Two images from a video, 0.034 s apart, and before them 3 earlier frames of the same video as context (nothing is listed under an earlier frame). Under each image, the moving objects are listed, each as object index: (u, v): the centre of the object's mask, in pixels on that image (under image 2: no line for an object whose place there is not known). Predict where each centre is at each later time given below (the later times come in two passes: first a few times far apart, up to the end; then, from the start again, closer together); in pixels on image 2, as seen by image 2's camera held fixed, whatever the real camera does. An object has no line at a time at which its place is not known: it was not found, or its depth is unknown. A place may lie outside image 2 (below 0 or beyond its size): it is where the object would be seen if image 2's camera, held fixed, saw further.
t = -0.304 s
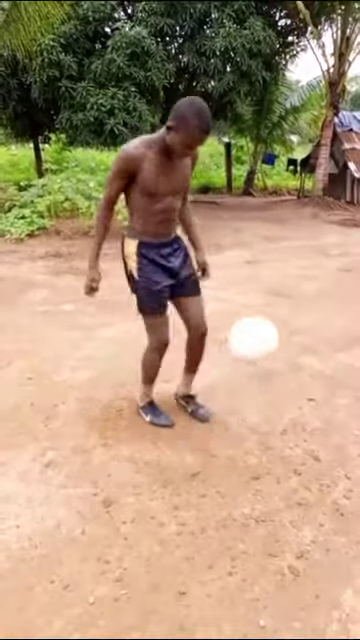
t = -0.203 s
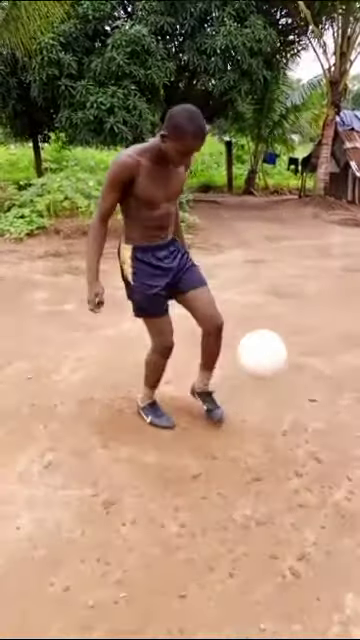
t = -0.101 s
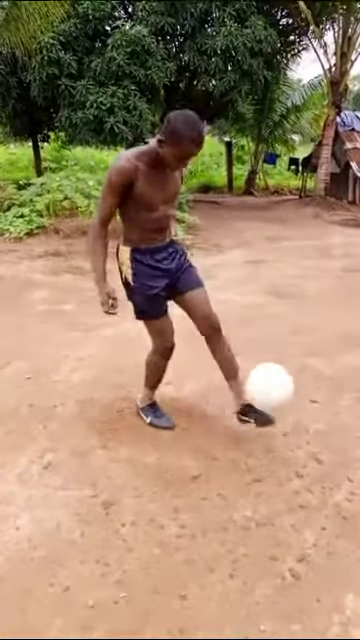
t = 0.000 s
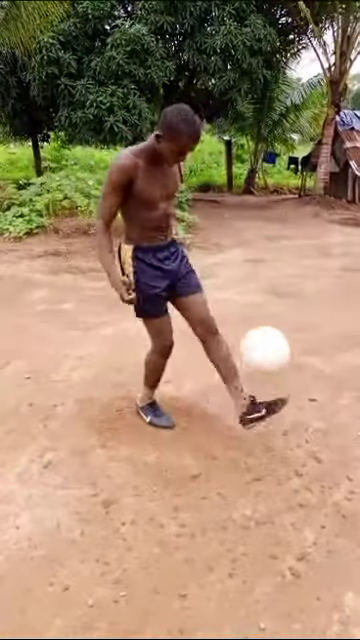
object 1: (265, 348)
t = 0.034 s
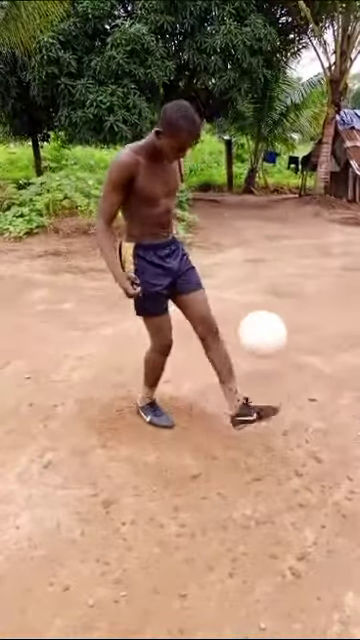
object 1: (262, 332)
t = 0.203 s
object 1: (249, 292)
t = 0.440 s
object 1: (229, 306)
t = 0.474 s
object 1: (225, 315)
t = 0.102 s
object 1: (259, 319)
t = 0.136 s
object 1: (256, 308)
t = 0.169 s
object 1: (252, 299)
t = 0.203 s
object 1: (249, 292)
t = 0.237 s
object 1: (246, 286)
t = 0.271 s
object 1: (243, 285)
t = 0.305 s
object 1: (240, 285)
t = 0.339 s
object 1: (238, 286)
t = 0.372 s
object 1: (235, 291)
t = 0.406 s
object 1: (231, 298)
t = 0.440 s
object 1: (229, 306)
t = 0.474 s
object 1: (225, 315)
